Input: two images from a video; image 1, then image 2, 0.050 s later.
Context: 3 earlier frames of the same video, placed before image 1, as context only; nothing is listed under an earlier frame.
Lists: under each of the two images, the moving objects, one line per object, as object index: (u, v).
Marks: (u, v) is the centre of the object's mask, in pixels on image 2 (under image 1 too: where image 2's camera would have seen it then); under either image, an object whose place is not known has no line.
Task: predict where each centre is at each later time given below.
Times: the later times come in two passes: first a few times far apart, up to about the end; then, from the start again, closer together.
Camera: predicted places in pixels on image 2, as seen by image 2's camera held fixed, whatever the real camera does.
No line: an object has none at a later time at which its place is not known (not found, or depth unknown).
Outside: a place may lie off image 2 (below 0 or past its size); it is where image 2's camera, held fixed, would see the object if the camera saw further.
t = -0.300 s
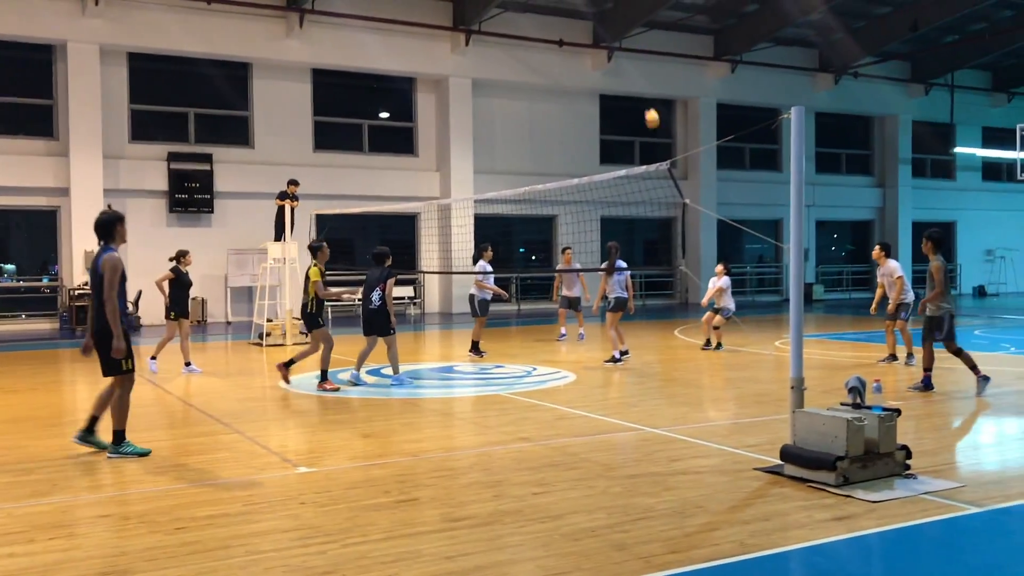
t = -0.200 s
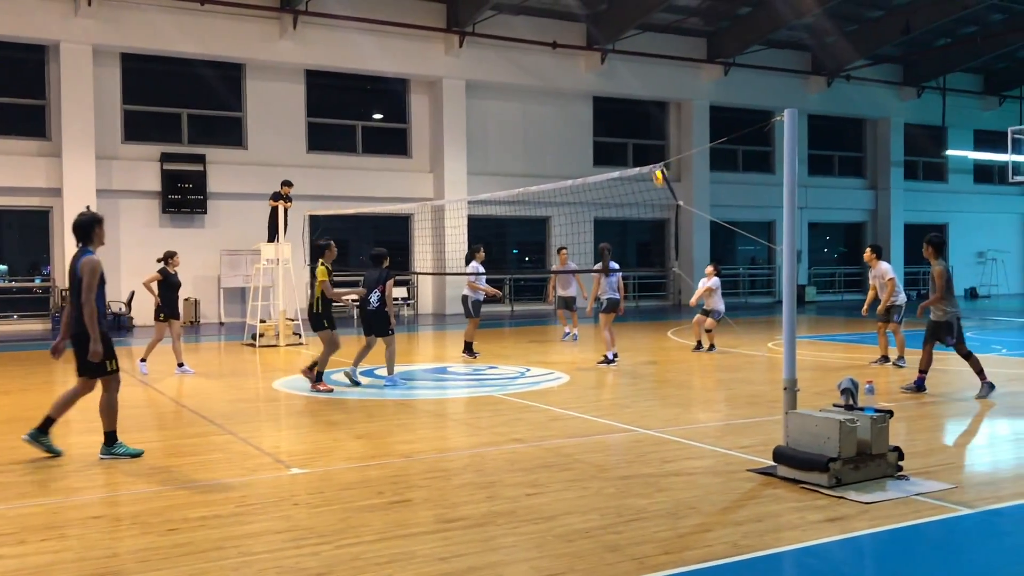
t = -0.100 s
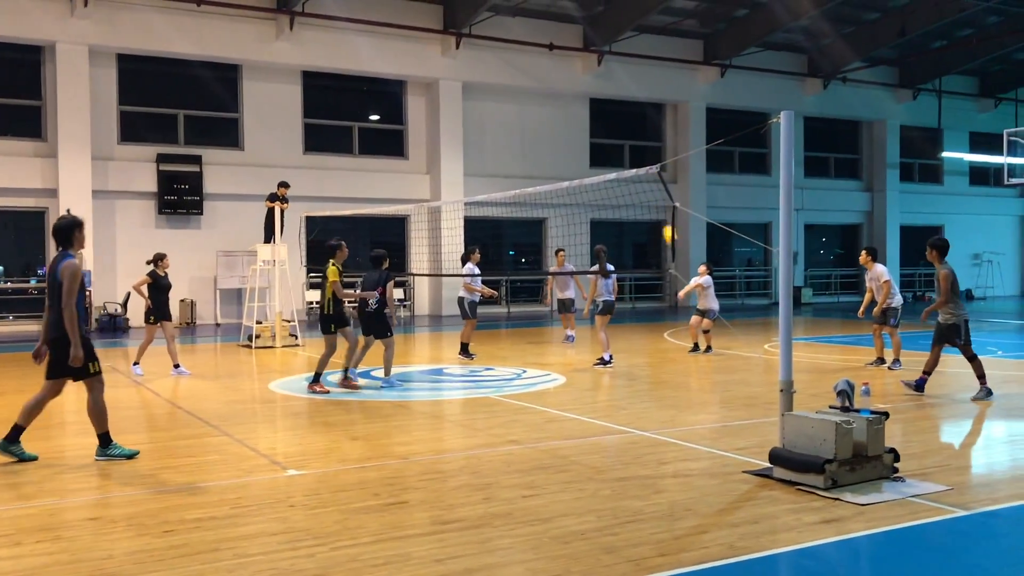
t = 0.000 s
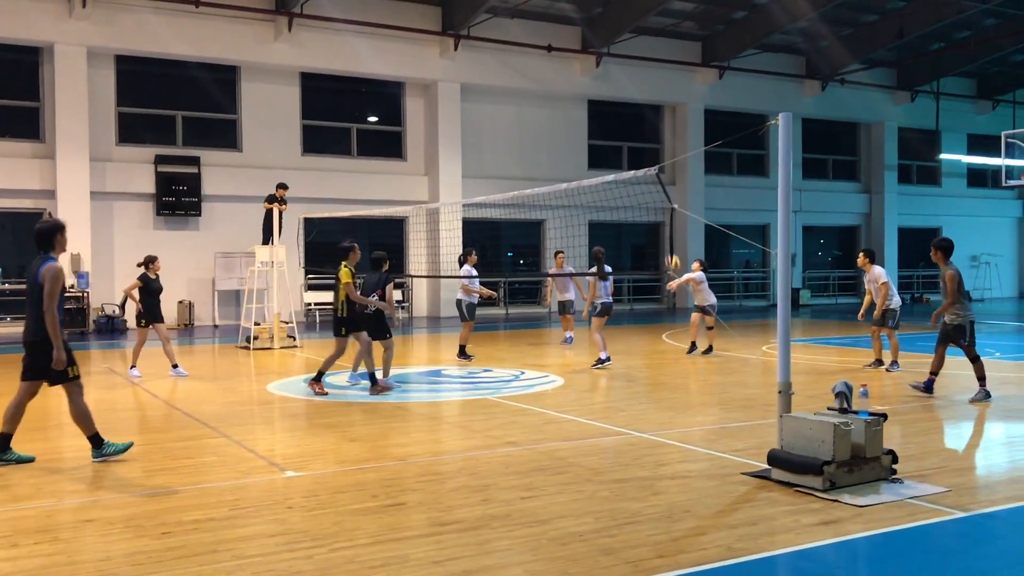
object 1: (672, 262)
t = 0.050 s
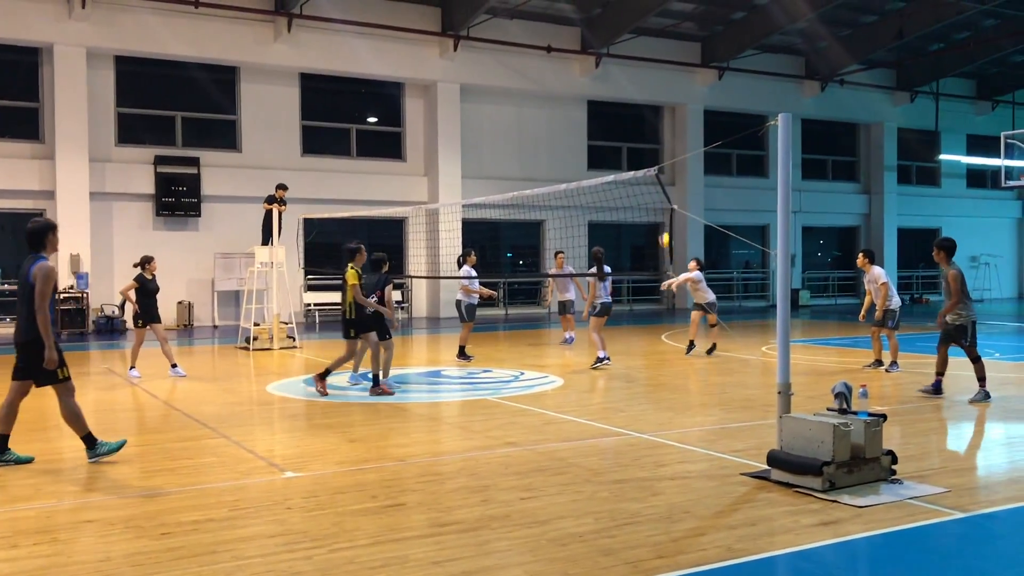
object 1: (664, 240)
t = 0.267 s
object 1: (640, 164)
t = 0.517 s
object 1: (611, 115)
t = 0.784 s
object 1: (581, 105)
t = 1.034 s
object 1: (552, 138)
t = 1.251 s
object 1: (528, 200)
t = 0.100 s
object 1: (661, 221)
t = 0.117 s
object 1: (659, 215)
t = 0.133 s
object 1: (657, 208)
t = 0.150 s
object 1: (655, 202)
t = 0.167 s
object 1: (653, 196)
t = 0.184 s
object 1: (651, 191)
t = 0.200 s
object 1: (649, 186)
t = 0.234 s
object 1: (645, 178)
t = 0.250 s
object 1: (642, 170)
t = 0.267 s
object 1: (640, 164)
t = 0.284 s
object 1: (638, 161)
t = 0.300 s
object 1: (636, 157)
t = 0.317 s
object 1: (635, 152)
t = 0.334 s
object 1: (633, 148)
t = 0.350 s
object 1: (630, 144)
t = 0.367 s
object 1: (629, 141)
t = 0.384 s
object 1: (627, 137)
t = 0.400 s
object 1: (625, 134)
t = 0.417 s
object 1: (623, 130)
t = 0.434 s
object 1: (621, 127)
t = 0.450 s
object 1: (619, 124)
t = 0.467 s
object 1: (617, 122)
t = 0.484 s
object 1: (615, 119)
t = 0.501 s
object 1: (613, 117)
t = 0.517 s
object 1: (611, 115)
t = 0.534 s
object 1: (609, 113)
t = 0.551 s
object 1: (607, 111)
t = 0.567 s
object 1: (605, 109)
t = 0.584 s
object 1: (604, 108)
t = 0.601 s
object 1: (602, 107)
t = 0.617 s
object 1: (600, 106)
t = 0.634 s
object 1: (598, 105)
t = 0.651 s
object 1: (596, 104)
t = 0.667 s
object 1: (594, 104)
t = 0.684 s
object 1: (592, 104)
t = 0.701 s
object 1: (590, 103)
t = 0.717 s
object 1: (588, 103)
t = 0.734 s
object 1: (587, 103)
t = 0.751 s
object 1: (585, 104)
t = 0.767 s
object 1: (583, 104)
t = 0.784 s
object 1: (581, 105)
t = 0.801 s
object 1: (579, 106)
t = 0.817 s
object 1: (577, 107)
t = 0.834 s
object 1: (575, 108)
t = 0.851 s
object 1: (573, 110)
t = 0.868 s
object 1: (571, 112)
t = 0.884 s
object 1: (569, 113)
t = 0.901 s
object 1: (567, 115)
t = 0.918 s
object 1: (566, 117)
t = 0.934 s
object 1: (564, 119)
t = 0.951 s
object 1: (562, 122)
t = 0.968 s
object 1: (560, 125)
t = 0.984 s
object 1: (558, 128)
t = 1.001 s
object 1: (556, 132)
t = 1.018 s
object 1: (554, 135)
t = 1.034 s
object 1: (552, 138)
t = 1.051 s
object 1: (550, 142)
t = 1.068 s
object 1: (548, 145)
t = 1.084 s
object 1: (547, 149)
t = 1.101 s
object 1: (545, 154)
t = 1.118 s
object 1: (543, 158)
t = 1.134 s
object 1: (541, 162)
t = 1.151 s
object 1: (539, 166)
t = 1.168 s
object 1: (537, 171)
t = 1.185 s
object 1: (535, 176)
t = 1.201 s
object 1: (534, 181)
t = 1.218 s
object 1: (532, 184)
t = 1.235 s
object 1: (530, 192)
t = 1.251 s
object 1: (528, 200)
